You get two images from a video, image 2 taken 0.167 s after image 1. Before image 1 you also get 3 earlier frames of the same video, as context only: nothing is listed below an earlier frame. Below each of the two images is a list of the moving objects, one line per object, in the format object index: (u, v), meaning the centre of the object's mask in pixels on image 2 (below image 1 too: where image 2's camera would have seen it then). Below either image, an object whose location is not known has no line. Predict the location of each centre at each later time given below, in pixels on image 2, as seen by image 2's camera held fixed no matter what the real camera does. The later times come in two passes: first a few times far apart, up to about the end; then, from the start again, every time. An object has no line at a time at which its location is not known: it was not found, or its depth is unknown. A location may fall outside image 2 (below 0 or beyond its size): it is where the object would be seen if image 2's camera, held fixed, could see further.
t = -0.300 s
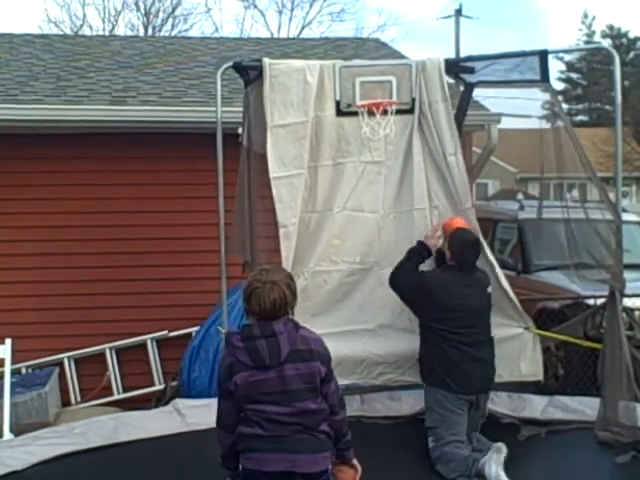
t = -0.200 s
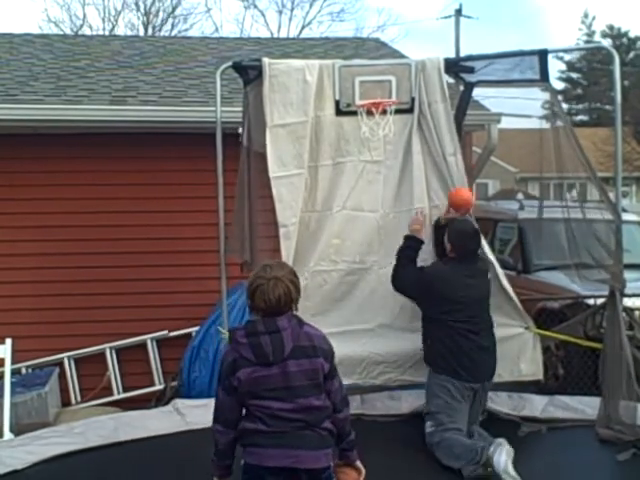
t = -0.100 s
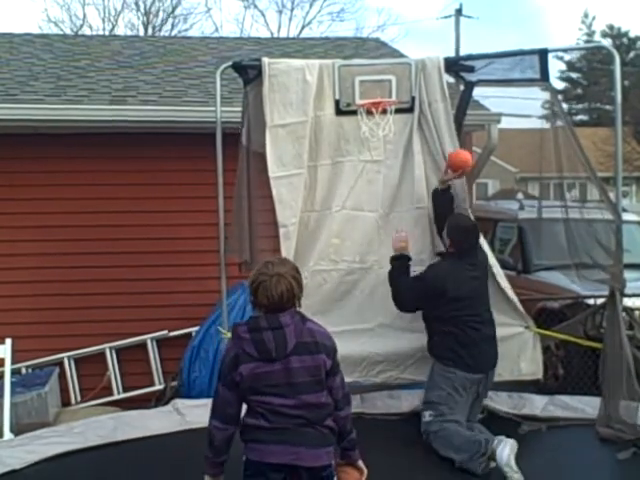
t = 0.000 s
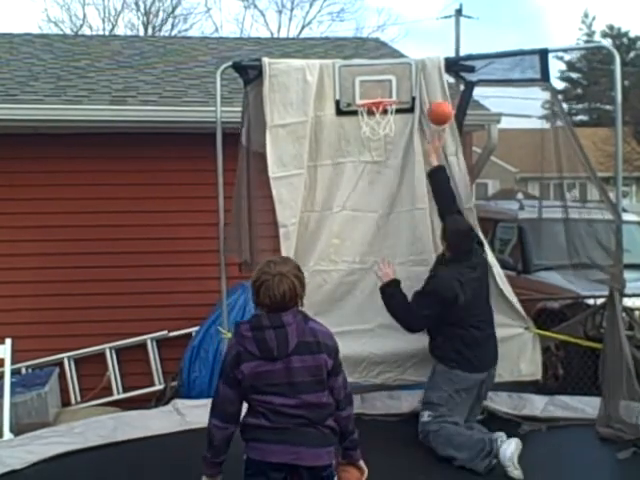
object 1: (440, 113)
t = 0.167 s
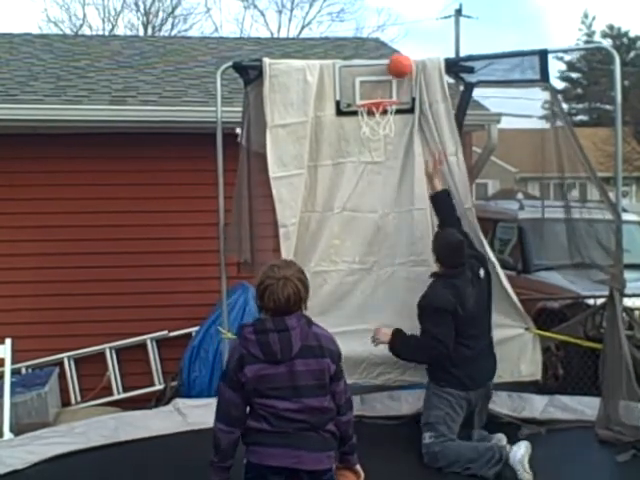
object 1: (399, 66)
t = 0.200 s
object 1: (393, 63)
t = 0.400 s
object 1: (369, 89)
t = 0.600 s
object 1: (384, 113)
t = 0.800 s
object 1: (407, 180)
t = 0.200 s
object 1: (393, 63)
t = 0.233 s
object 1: (389, 62)
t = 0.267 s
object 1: (385, 63)
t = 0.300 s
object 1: (381, 66)
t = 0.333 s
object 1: (377, 72)
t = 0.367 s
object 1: (373, 79)
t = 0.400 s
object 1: (369, 89)
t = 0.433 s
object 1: (366, 99)
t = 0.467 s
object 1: (369, 102)
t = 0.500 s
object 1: (373, 104)
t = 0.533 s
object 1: (377, 106)
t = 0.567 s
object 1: (381, 110)
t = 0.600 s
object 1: (384, 113)
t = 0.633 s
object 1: (391, 123)
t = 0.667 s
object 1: (394, 130)
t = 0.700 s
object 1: (397, 140)
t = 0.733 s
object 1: (400, 151)
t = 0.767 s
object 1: (404, 165)
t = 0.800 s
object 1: (407, 180)
